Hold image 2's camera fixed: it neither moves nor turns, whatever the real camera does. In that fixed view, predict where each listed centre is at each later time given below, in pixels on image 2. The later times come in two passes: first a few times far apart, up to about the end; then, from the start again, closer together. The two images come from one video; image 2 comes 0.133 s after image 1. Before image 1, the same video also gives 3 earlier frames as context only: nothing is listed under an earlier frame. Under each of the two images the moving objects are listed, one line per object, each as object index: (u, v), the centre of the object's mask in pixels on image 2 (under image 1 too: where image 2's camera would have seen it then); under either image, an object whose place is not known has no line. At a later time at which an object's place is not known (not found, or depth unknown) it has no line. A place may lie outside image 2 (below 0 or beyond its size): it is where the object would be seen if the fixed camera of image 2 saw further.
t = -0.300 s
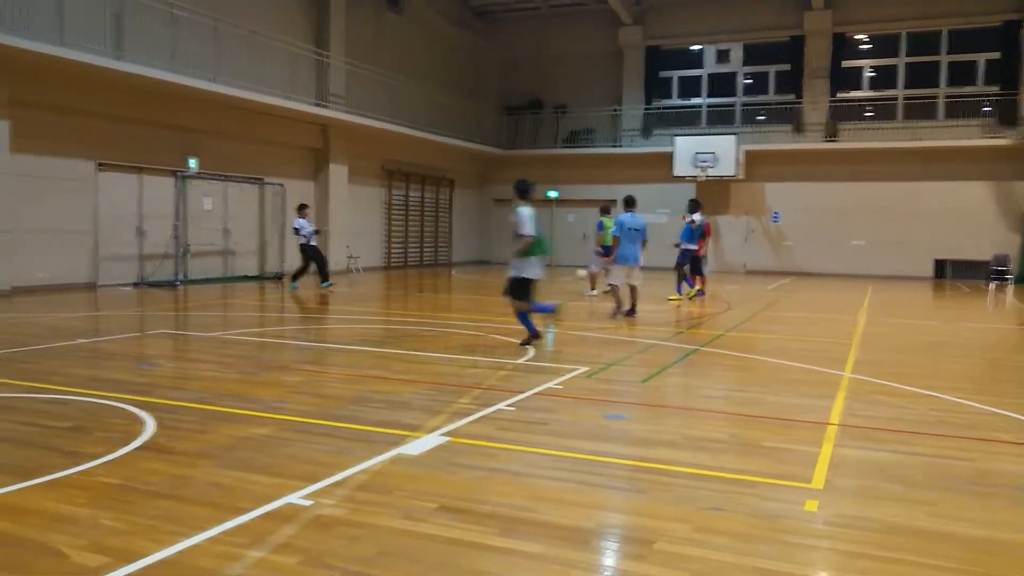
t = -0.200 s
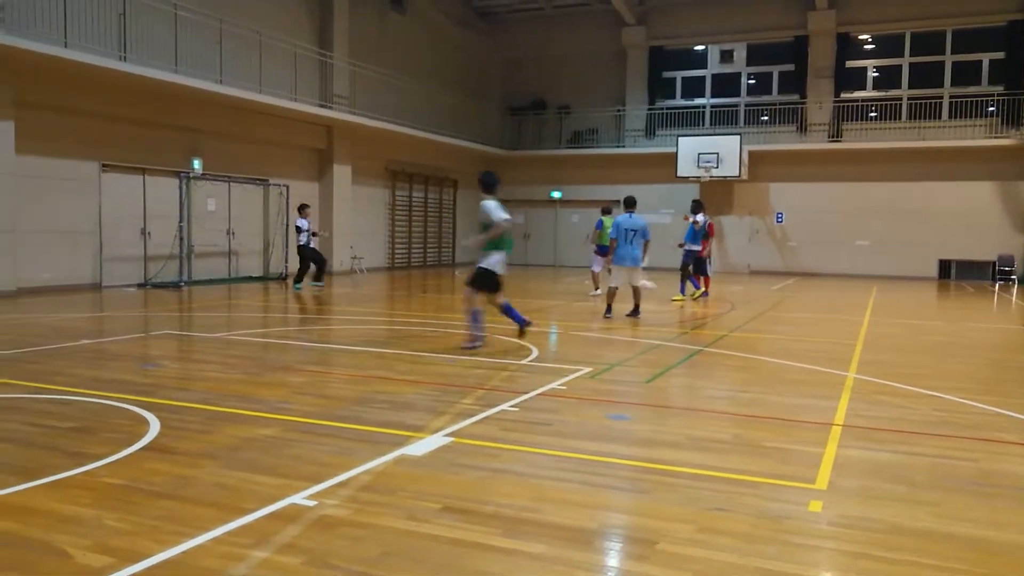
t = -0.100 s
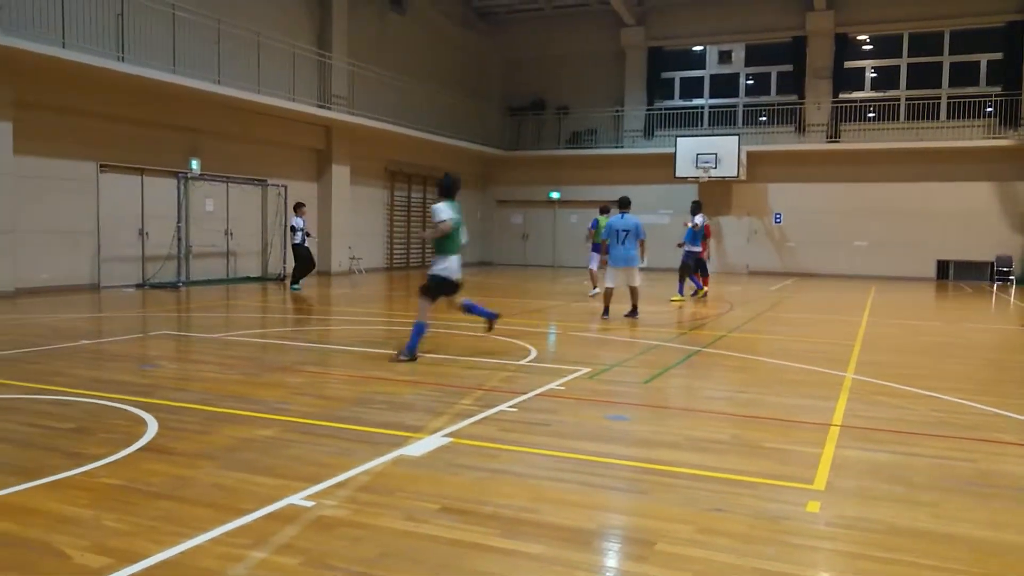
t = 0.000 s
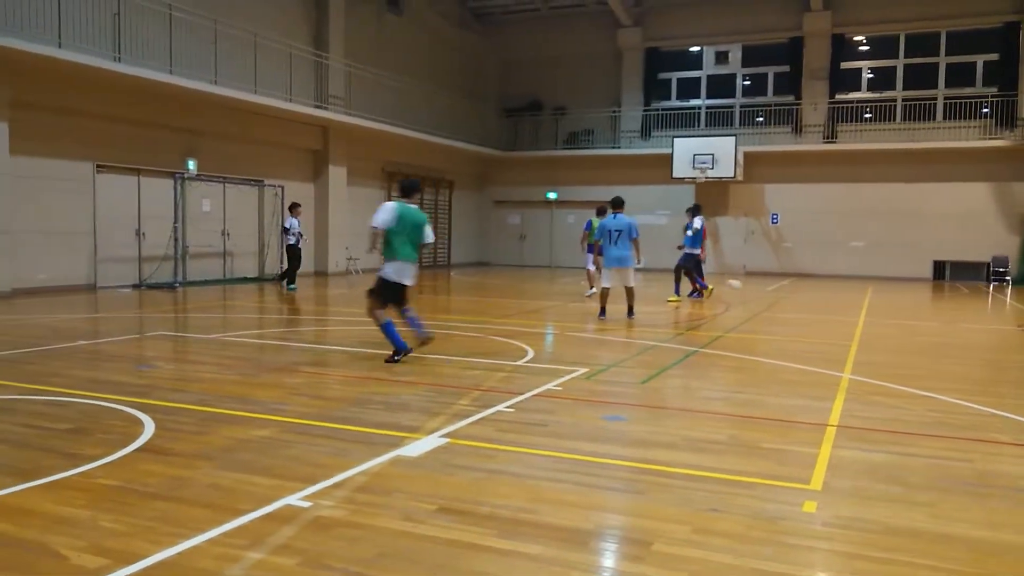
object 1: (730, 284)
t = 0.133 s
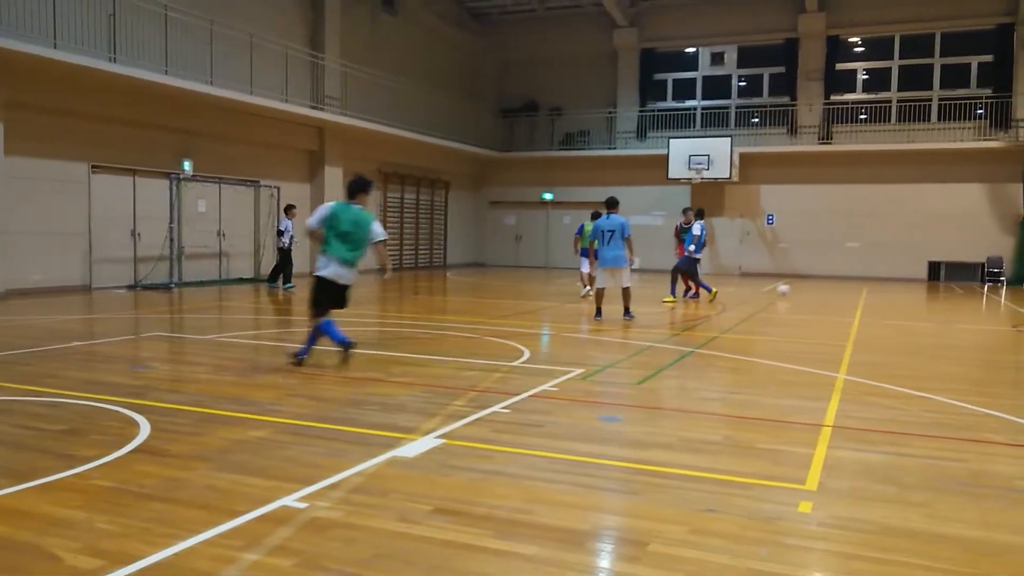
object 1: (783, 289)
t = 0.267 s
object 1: (827, 287)
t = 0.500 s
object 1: (894, 288)
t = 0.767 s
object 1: (962, 289)
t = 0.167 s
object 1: (793, 288)
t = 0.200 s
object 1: (804, 286)
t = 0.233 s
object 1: (816, 286)
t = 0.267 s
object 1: (827, 287)
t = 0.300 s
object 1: (837, 287)
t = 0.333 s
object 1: (848, 290)
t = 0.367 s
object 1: (856, 289)
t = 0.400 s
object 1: (866, 286)
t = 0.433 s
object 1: (876, 287)
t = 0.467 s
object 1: (885, 288)
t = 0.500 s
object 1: (894, 288)
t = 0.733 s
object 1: (955, 291)
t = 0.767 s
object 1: (962, 289)
